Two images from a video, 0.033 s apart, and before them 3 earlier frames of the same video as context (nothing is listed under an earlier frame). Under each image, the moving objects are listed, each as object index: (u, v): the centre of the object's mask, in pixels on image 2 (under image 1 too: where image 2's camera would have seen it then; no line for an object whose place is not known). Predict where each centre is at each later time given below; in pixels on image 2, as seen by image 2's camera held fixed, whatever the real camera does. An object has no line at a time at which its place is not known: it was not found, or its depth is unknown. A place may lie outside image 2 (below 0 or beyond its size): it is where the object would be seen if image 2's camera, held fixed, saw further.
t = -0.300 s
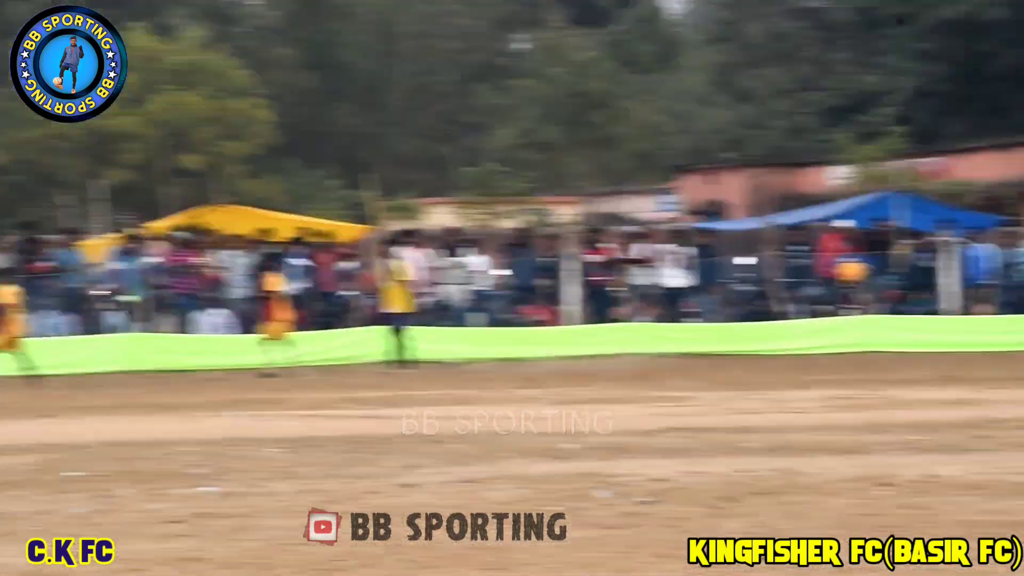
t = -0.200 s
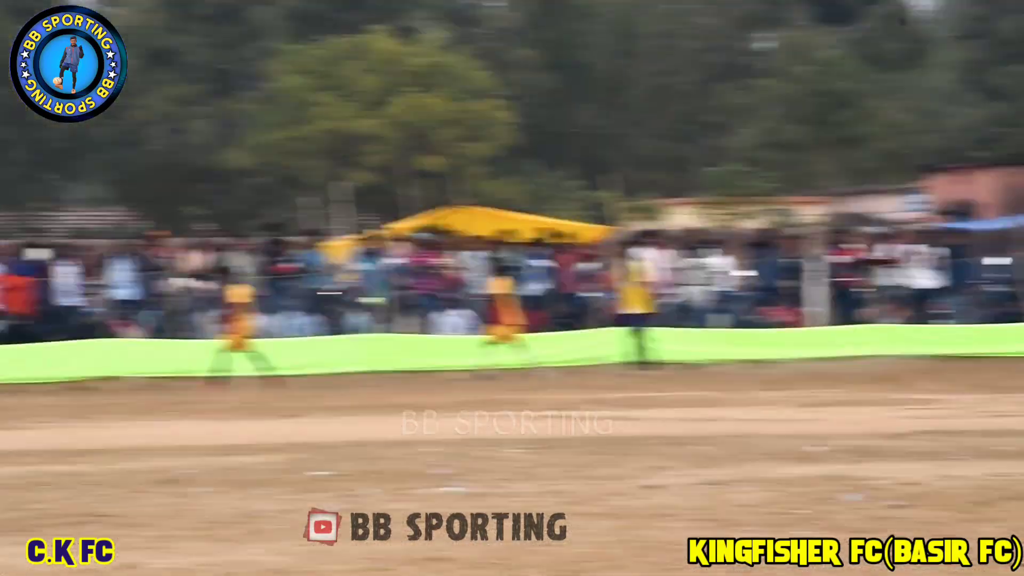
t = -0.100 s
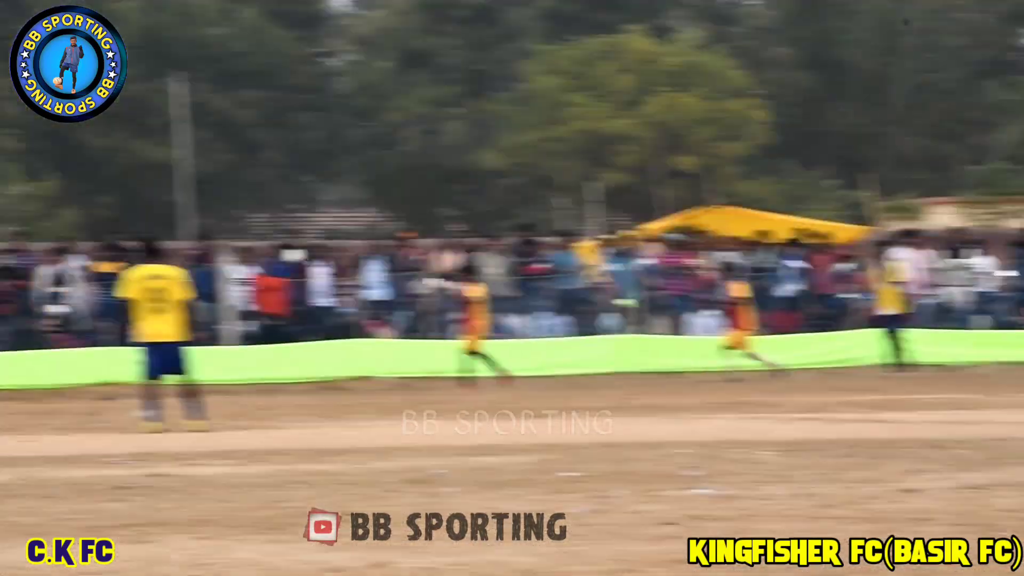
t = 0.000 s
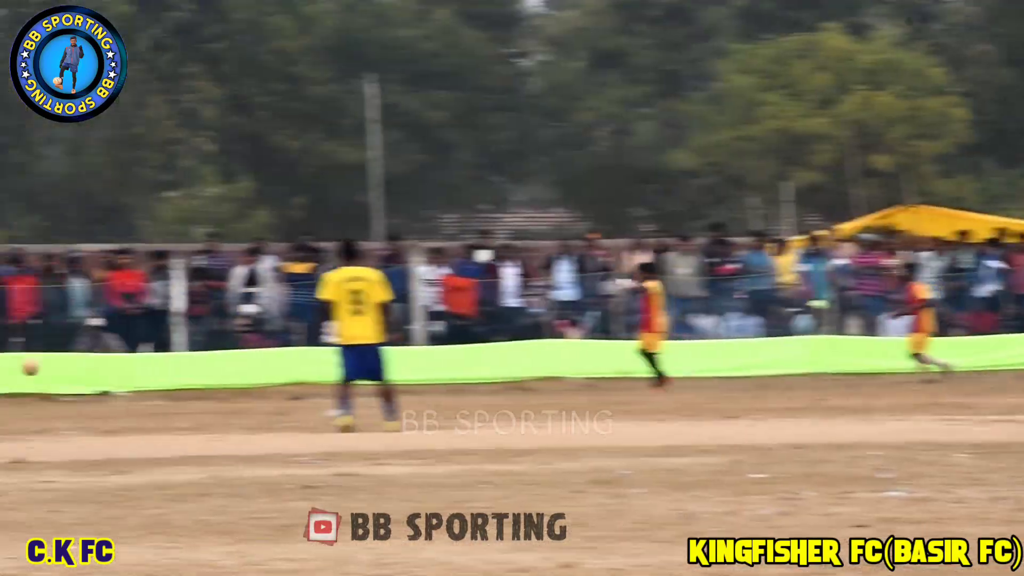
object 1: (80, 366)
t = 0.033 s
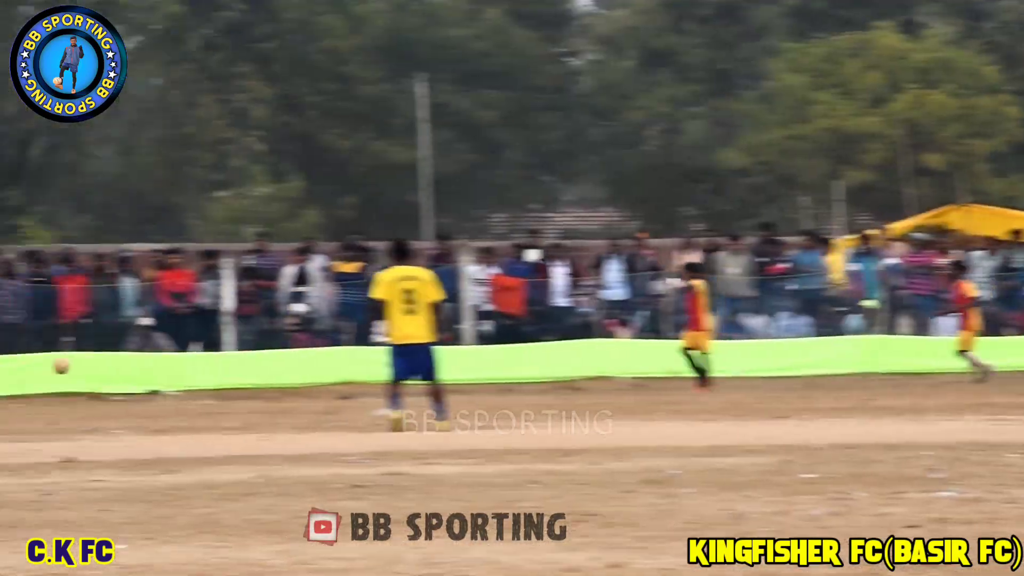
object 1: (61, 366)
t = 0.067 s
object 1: (43, 367)
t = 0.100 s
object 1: (23, 368)
